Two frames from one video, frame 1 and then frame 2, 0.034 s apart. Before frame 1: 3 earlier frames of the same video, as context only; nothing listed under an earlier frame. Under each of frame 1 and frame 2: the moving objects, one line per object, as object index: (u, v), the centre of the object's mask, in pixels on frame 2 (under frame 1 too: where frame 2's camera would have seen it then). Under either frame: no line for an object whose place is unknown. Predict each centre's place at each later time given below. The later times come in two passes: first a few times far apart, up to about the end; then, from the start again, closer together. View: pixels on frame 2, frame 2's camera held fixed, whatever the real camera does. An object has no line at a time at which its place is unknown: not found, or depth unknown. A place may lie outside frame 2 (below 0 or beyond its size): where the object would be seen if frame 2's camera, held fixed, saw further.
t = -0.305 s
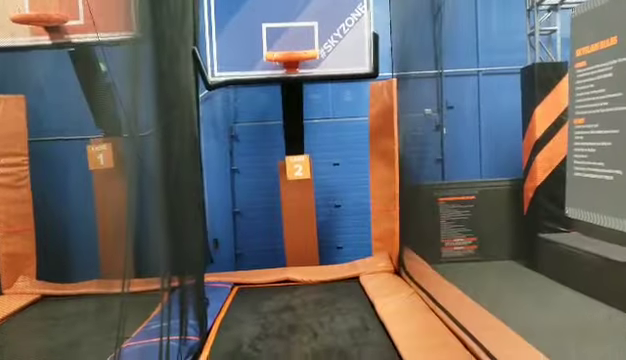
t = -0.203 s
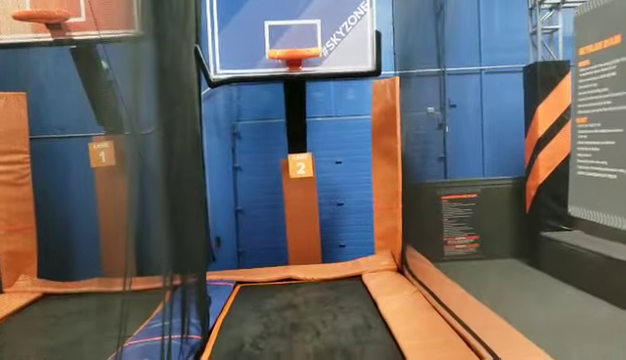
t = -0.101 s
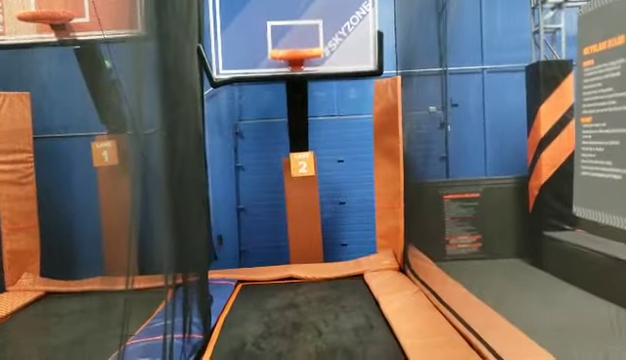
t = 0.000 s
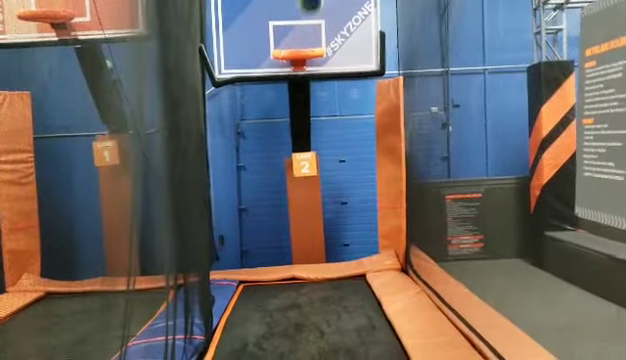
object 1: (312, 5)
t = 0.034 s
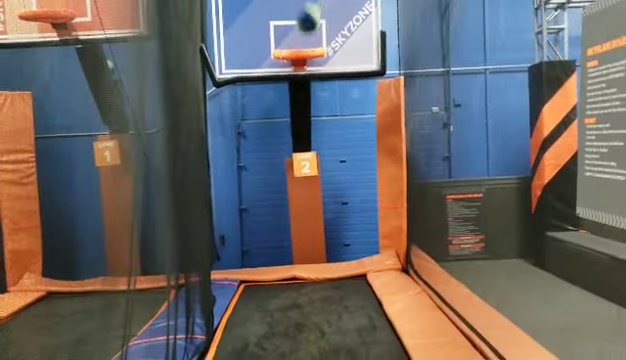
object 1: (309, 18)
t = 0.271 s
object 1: (292, 157)
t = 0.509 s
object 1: (282, 256)
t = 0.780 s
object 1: (277, 229)
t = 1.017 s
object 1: (274, 245)
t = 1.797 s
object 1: (266, 286)
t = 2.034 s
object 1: (265, 292)
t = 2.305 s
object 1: (262, 298)
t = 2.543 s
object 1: (261, 305)
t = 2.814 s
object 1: (259, 312)
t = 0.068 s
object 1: (306, 38)
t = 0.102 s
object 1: (303, 59)
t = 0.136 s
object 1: (300, 80)
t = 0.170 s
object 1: (299, 100)
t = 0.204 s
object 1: (296, 119)
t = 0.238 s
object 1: (294, 139)
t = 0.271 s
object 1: (292, 157)
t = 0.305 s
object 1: (290, 176)
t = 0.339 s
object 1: (289, 195)
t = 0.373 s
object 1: (288, 214)
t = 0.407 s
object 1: (287, 232)
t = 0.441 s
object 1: (285, 252)
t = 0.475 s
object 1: (284, 262)
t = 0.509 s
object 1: (282, 256)
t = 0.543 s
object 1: (282, 249)
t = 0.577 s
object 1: (282, 246)
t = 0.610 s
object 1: (281, 242)
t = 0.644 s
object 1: (280, 238)
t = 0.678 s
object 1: (279, 235)
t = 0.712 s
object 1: (278, 232)
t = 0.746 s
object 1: (278, 230)
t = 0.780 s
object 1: (277, 229)
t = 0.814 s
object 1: (276, 228)
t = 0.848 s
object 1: (276, 228)
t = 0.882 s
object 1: (275, 230)
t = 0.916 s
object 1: (275, 233)
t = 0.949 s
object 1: (276, 236)
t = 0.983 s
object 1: (276, 241)
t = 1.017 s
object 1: (274, 245)
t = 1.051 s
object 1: (272, 251)
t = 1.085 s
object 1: (271, 258)
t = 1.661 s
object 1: (264, 284)
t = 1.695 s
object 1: (265, 283)
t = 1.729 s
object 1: (265, 284)
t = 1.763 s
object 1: (266, 286)
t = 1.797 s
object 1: (266, 286)
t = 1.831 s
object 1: (266, 287)
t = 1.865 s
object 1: (267, 288)
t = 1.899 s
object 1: (267, 289)
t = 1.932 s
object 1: (266, 290)
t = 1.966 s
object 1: (265, 291)
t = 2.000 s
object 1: (265, 291)
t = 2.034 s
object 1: (265, 292)
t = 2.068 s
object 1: (264, 293)
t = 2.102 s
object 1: (264, 293)
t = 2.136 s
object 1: (264, 294)
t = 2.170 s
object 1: (264, 295)
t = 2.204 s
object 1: (263, 296)
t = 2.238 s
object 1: (263, 297)
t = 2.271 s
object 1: (262, 298)
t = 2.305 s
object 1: (262, 298)
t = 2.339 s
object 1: (262, 299)
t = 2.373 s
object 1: (262, 301)
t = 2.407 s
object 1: (262, 301)
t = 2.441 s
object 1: (262, 302)
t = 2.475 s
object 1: (262, 303)
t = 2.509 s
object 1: (262, 304)
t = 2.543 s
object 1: (261, 305)
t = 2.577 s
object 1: (261, 306)
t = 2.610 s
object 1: (261, 307)
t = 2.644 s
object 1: (261, 308)
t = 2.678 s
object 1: (260, 309)
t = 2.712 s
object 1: (260, 310)
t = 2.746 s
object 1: (259, 311)
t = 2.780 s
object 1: (259, 311)
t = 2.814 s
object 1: (259, 312)
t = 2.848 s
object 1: (258, 313)
